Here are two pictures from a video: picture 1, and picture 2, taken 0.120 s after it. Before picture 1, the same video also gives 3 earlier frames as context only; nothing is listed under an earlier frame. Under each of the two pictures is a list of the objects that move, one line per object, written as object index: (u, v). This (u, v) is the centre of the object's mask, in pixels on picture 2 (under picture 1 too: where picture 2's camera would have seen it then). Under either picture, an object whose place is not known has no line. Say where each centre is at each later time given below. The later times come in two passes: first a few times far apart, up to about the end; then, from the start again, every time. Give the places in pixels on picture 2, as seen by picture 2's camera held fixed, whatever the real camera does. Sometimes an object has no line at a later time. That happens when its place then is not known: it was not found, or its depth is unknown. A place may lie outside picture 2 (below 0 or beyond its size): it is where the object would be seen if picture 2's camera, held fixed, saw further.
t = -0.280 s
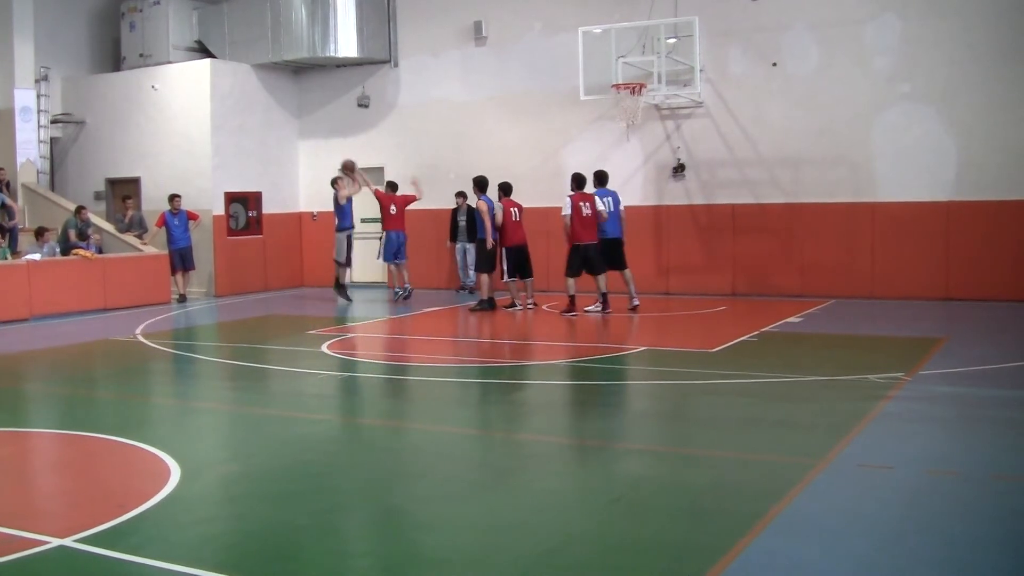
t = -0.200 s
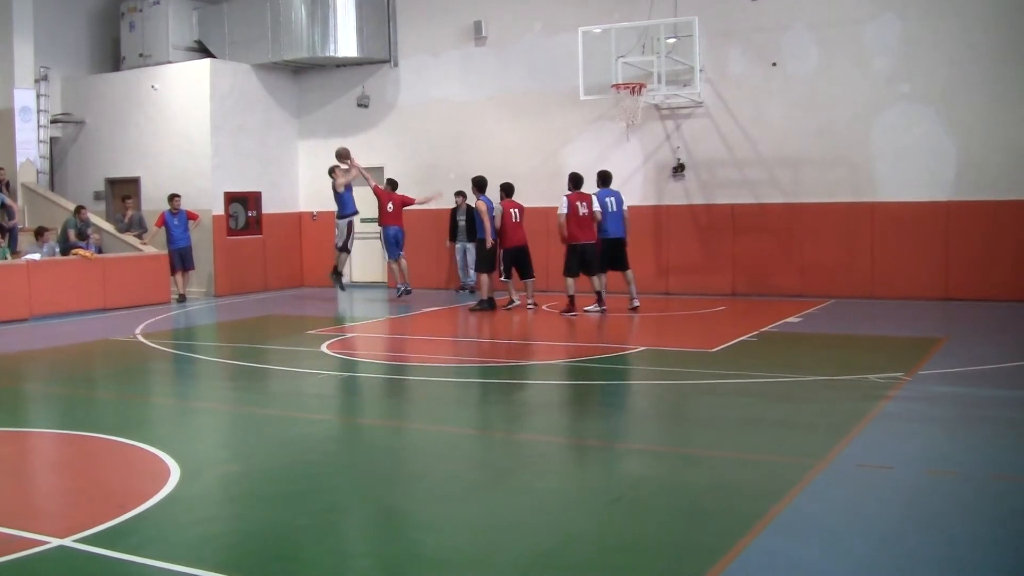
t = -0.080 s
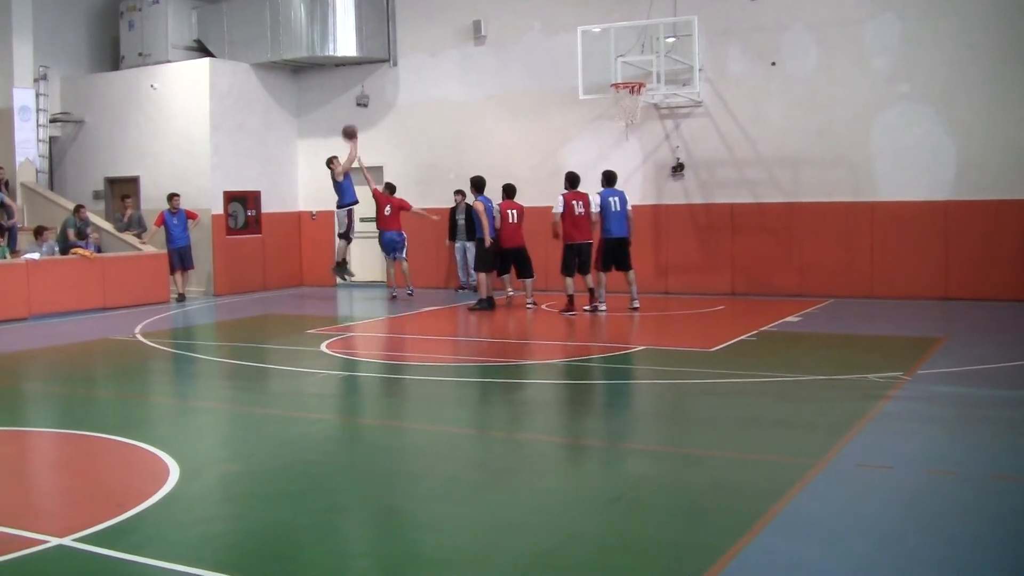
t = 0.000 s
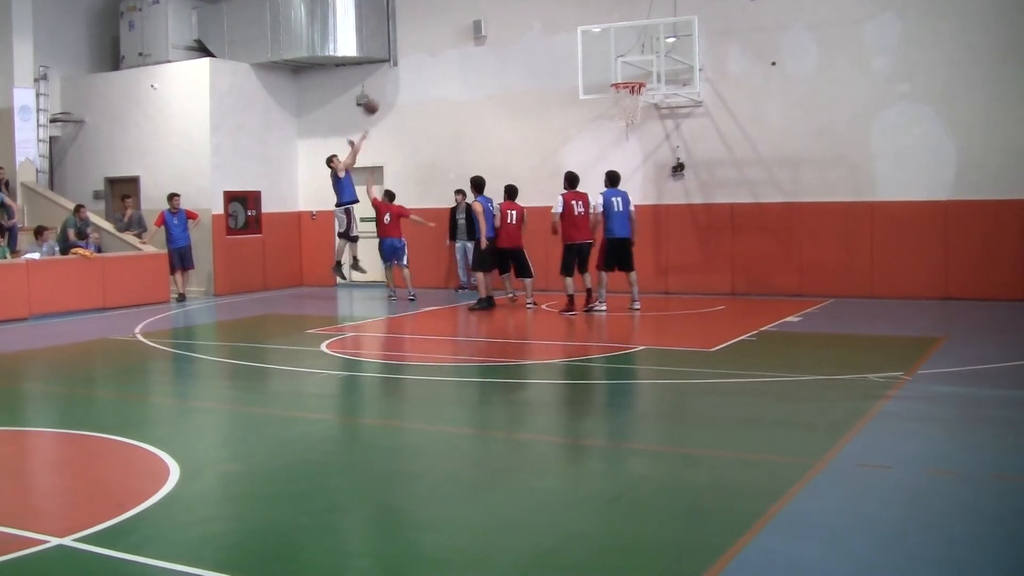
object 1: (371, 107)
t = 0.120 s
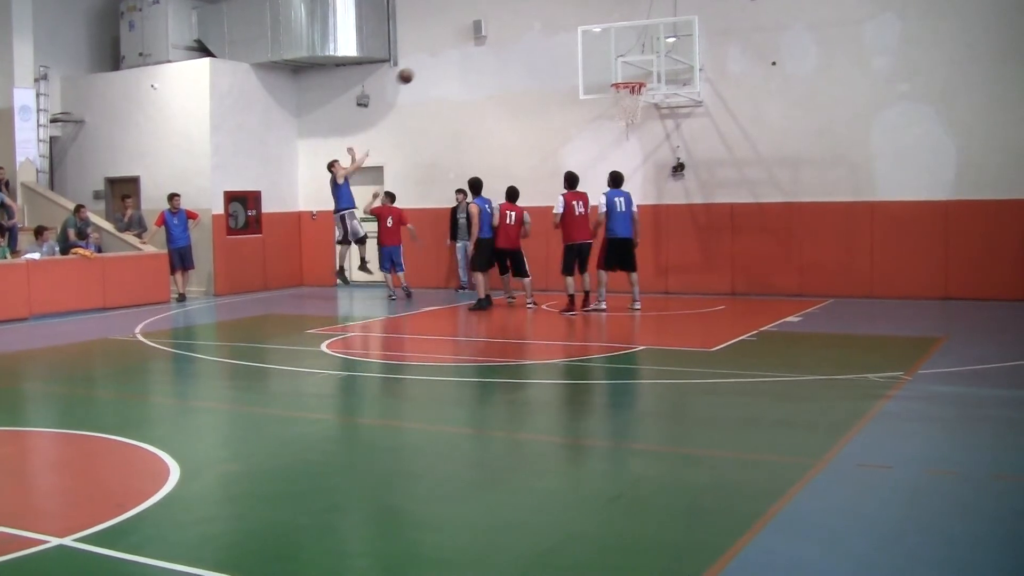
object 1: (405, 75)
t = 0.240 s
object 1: (441, 53)
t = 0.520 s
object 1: (528, 36)
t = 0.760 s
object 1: (605, 64)
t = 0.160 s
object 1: (417, 67)
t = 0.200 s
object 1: (429, 60)
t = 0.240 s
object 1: (441, 53)
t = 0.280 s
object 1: (453, 48)
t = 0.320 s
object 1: (465, 43)
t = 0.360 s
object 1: (478, 41)
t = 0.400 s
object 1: (490, 38)
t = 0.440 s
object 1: (502, 36)
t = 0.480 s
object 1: (514, 36)
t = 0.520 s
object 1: (528, 36)
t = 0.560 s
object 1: (540, 38)
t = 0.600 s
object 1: (553, 41)
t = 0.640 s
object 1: (566, 45)
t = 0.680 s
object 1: (579, 51)
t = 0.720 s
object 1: (593, 57)
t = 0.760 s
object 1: (605, 64)
